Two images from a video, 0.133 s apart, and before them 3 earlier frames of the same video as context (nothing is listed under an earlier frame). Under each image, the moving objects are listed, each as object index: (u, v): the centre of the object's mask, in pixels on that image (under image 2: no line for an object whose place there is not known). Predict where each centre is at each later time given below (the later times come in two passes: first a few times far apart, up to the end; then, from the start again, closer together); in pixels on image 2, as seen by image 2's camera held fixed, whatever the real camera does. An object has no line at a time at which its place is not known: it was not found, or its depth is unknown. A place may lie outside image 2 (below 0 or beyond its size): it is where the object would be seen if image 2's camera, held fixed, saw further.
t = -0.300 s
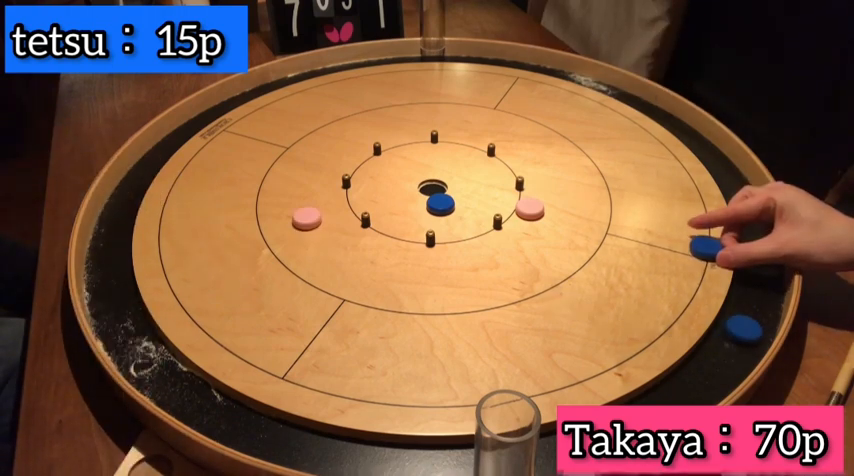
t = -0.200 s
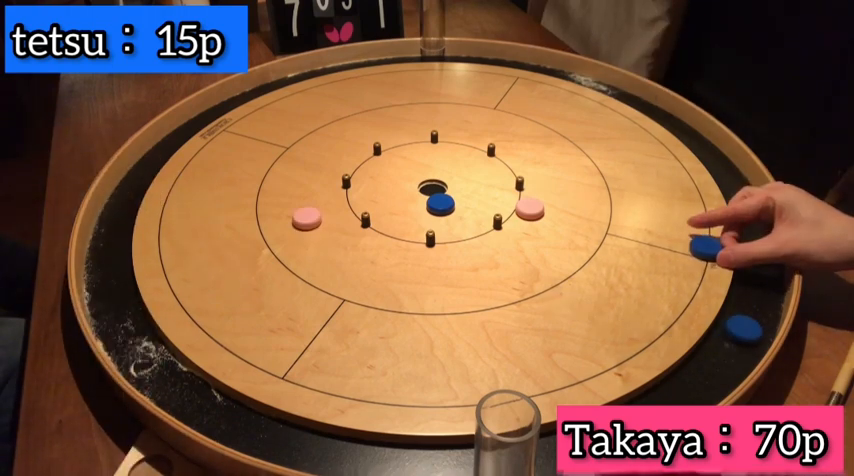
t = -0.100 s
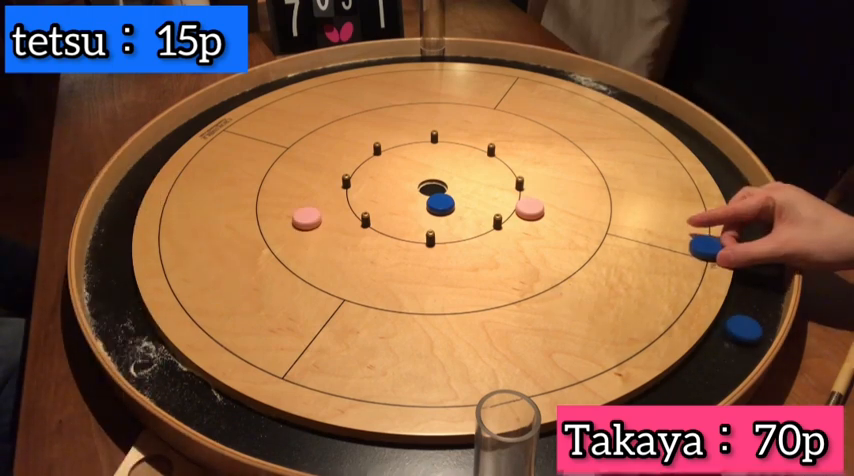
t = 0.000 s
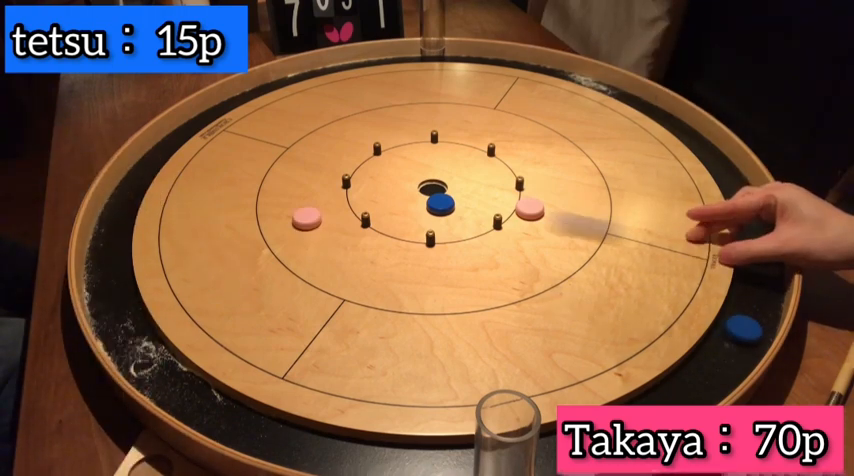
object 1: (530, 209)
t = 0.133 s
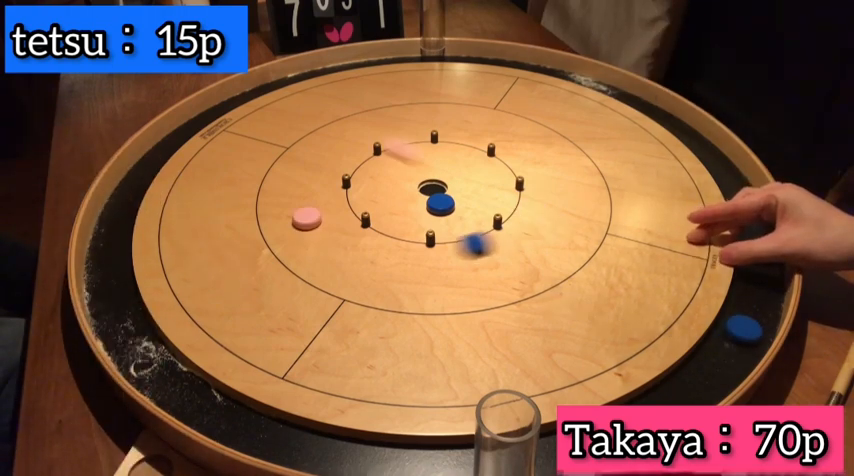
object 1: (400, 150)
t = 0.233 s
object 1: (366, 108)
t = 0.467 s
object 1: (342, 67)
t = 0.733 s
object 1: (344, 67)
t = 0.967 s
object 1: (344, 67)
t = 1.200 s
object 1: (344, 67)
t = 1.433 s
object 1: (344, 67)
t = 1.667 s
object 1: (344, 67)
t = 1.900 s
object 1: (344, 67)
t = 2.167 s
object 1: (344, 67)
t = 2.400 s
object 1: (344, 67)
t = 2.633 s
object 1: (344, 67)
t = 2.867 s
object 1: (344, 67)
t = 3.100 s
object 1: (344, 67)
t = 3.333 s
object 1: (344, 67)
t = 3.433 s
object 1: (344, 67)
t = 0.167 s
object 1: (383, 134)
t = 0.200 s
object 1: (375, 121)
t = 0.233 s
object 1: (366, 108)
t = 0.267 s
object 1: (360, 97)
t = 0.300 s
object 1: (354, 87)
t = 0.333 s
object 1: (347, 76)
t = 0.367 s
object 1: (342, 69)
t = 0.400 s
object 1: (338, 63)
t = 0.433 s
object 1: (339, 66)
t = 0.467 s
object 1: (342, 67)
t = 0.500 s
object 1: (341, 65)
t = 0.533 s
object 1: (341, 64)
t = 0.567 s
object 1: (341, 65)
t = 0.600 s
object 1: (342, 66)
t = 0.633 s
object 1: (342, 66)
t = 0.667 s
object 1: (343, 67)
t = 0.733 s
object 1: (344, 67)
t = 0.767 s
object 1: (344, 67)
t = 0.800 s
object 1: (344, 67)
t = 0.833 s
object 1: (344, 67)
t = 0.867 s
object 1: (344, 67)
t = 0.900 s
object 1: (344, 67)
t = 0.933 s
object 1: (344, 67)
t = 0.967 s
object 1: (344, 67)
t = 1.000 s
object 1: (344, 67)
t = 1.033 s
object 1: (344, 67)
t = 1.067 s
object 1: (344, 67)
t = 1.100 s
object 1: (344, 67)
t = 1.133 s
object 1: (344, 67)
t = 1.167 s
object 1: (344, 67)
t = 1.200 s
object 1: (344, 67)
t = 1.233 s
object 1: (344, 67)
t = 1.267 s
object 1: (344, 67)
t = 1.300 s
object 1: (344, 67)
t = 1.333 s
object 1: (344, 67)
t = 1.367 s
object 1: (344, 67)
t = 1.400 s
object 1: (344, 67)
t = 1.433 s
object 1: (344, 67)
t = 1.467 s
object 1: (344, 67)
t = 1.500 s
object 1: (344, 67)
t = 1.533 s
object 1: (344, 67)
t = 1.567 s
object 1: (344, 67)
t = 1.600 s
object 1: (344, 67)
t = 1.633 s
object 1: (344, 67)
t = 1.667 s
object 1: (344, 67)
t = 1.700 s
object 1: (344, 67)
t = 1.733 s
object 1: (344, 67)
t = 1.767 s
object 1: (344, 67)
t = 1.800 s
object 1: (344, 67)
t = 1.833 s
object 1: (344, 67)
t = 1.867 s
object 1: (344, 67)
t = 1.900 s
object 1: (344, 67)
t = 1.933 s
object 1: (344, 67)
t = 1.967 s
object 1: (344, 67)
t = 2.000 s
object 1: (344, 67)
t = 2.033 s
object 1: (344, 67)
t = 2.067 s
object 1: (344, 67)
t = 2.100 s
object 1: (344, 67)
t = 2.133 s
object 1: (344, 67)
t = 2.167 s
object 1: (344, 67)
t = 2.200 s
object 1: (344, 67)
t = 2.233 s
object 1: (344, 67)
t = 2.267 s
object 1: (344, 67)
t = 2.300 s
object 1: (344, 67)
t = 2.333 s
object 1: (344, 67)
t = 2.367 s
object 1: (344, 67)
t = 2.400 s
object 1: (344, 67)
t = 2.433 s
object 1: (344, 67)
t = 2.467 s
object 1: (344, 67)
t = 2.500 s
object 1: (344, 67)
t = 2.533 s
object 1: (344, 67)
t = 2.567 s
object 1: (344, 67)
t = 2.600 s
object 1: (344, 67)
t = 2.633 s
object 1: (344, 67)
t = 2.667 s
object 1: (344, 67)
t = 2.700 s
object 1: (344, 67)
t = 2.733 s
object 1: (344, 67)
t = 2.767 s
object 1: (344, 67)
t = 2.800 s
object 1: (344, 67)
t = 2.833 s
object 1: (344, 67)
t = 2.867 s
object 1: (344, 67)
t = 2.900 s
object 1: (344, 67)
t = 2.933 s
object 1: (344, 67)
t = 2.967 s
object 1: (344, 67)
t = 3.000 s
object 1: (344, 67)
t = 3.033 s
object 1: (344, 67)
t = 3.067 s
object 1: (344, 67)
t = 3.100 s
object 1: (344, 67)
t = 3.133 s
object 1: (344, 67)
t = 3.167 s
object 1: (344, 67)
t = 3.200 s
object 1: (344, 67)
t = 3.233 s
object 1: (344, 67)
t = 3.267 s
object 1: (344, 67)
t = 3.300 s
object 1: (344, 67)
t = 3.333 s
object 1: (344, 67)
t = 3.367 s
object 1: (344, 67)
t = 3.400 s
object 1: (344, 67)
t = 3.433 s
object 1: (344, 67)
